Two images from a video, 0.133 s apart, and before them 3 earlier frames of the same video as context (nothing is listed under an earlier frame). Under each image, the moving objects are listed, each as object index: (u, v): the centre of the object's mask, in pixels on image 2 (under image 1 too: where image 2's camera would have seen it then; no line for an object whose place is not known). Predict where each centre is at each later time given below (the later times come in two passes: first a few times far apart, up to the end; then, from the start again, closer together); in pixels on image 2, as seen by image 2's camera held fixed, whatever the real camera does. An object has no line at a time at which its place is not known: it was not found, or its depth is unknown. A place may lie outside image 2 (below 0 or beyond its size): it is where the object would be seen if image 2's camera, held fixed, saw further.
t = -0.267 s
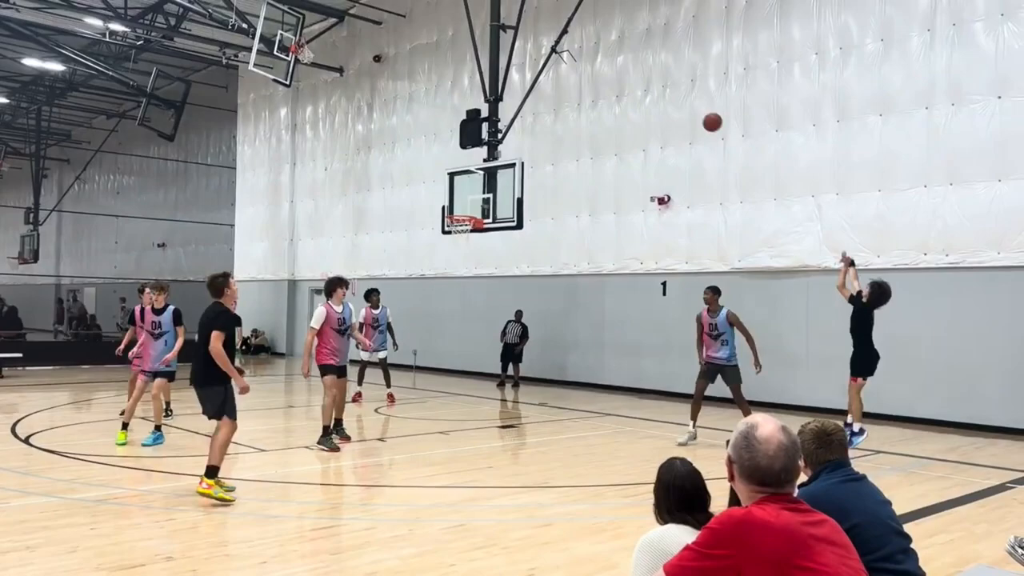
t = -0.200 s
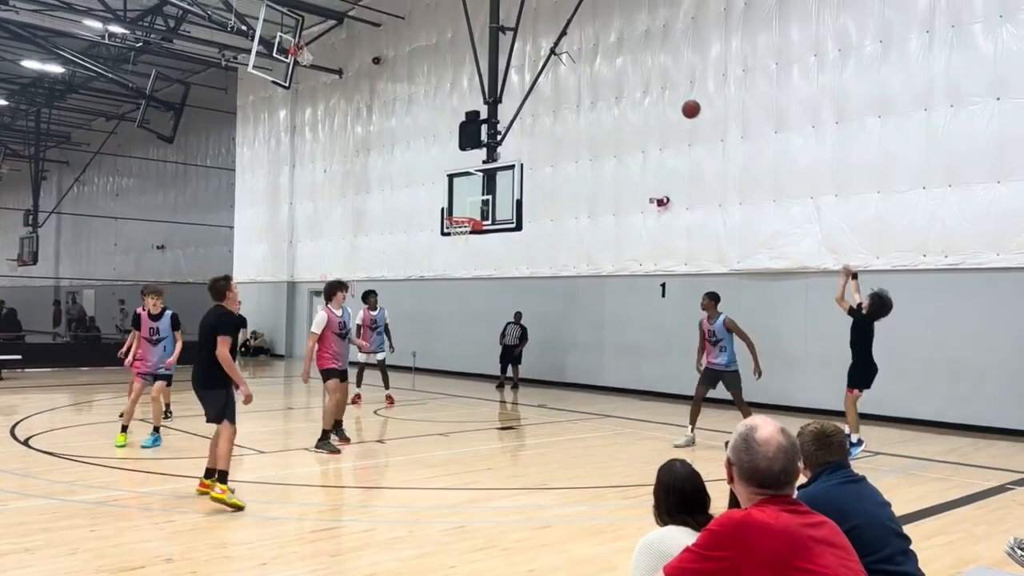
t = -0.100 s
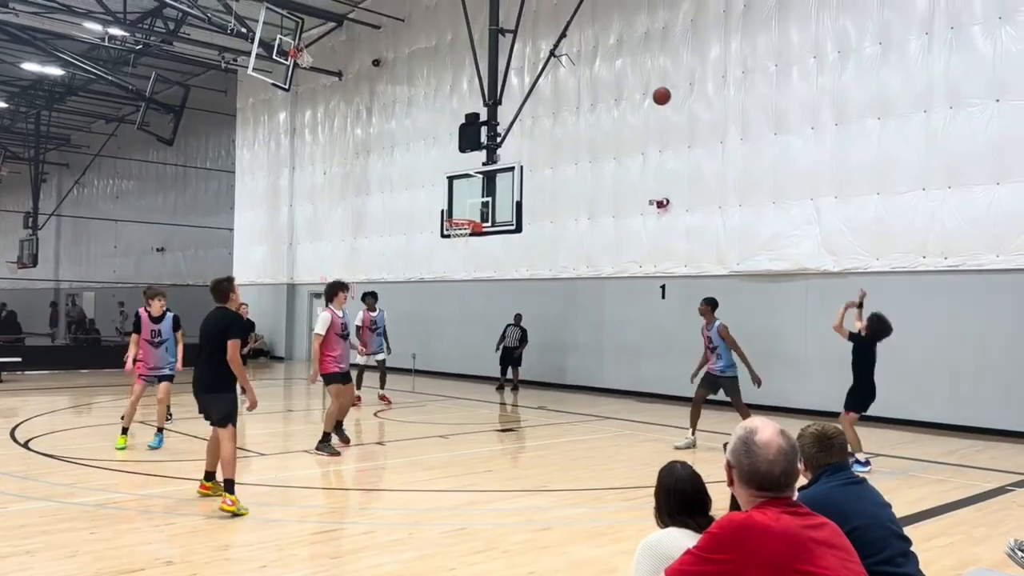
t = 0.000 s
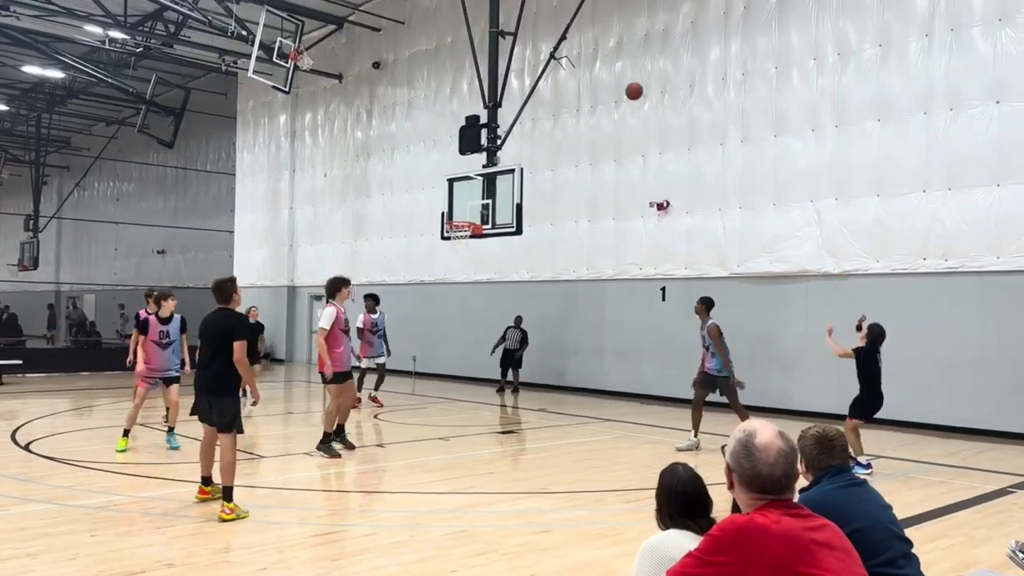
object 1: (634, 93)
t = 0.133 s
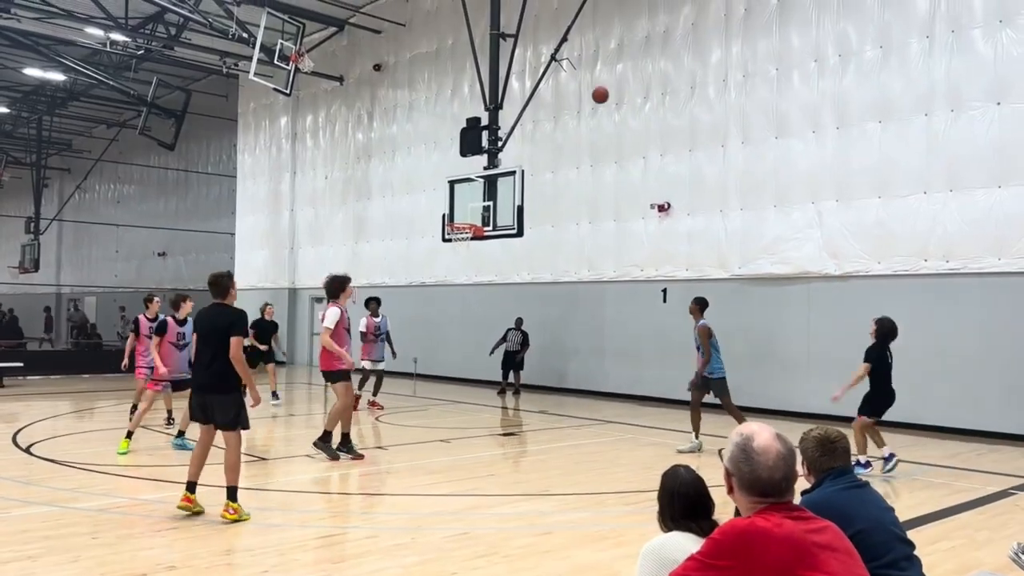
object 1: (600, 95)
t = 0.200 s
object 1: (584, 100)
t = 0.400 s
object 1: (537, 133)
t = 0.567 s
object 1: (502, 177)
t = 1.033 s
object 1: (471, 164)
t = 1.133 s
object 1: (466, 163)
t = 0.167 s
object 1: (592, 97)
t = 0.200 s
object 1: (584, 100)
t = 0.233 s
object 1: (576, 104)
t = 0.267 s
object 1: (567, 109)
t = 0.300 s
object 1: (560, 114)
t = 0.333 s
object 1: (552, 120)
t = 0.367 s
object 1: (544, 126)
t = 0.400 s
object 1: (537, 133)
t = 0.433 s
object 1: (530, 141)
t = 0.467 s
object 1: (523, 149)
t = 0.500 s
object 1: (516, 158)
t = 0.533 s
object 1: (509, 167)
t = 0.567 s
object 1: (502, 177)
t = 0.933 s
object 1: (475, 171)
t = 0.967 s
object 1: (474, 168)
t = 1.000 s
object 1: (473, 166)
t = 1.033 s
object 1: (471, 164)
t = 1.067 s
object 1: (469, 163)
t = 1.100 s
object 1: (468, 163)
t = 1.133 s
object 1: (466, 163)
